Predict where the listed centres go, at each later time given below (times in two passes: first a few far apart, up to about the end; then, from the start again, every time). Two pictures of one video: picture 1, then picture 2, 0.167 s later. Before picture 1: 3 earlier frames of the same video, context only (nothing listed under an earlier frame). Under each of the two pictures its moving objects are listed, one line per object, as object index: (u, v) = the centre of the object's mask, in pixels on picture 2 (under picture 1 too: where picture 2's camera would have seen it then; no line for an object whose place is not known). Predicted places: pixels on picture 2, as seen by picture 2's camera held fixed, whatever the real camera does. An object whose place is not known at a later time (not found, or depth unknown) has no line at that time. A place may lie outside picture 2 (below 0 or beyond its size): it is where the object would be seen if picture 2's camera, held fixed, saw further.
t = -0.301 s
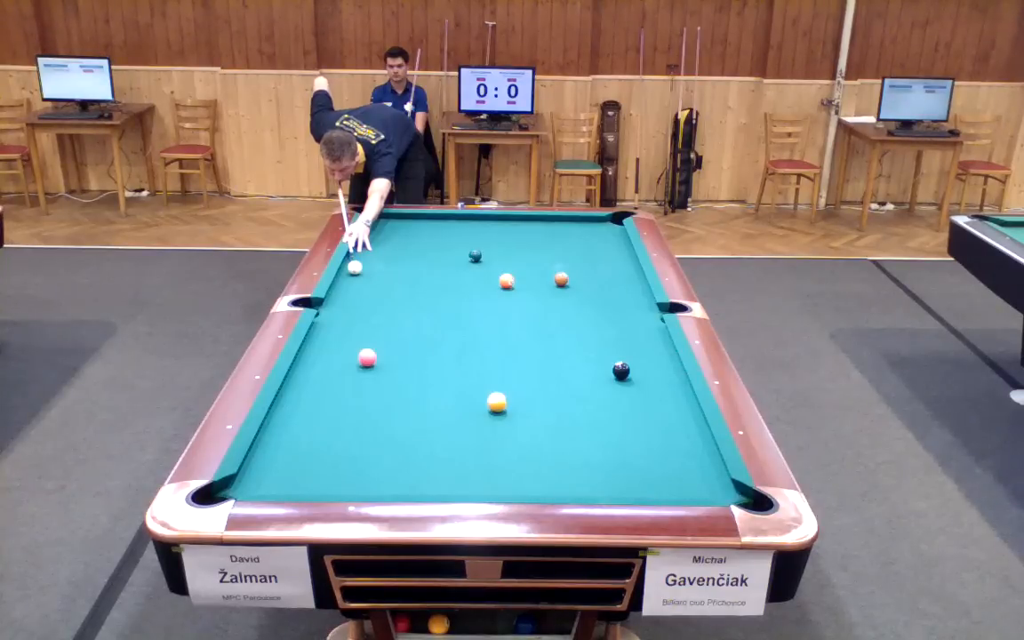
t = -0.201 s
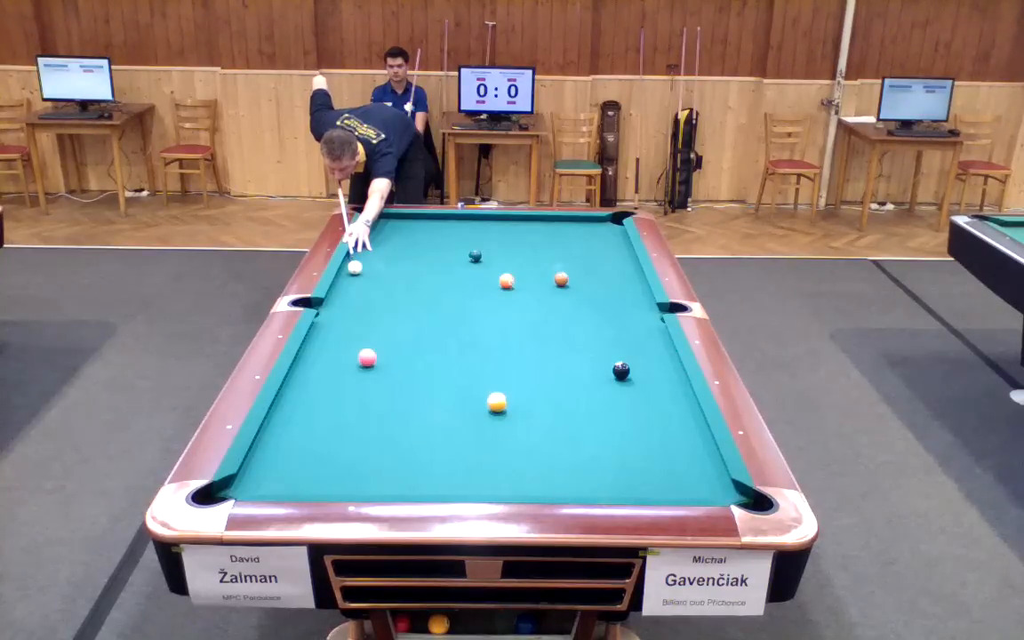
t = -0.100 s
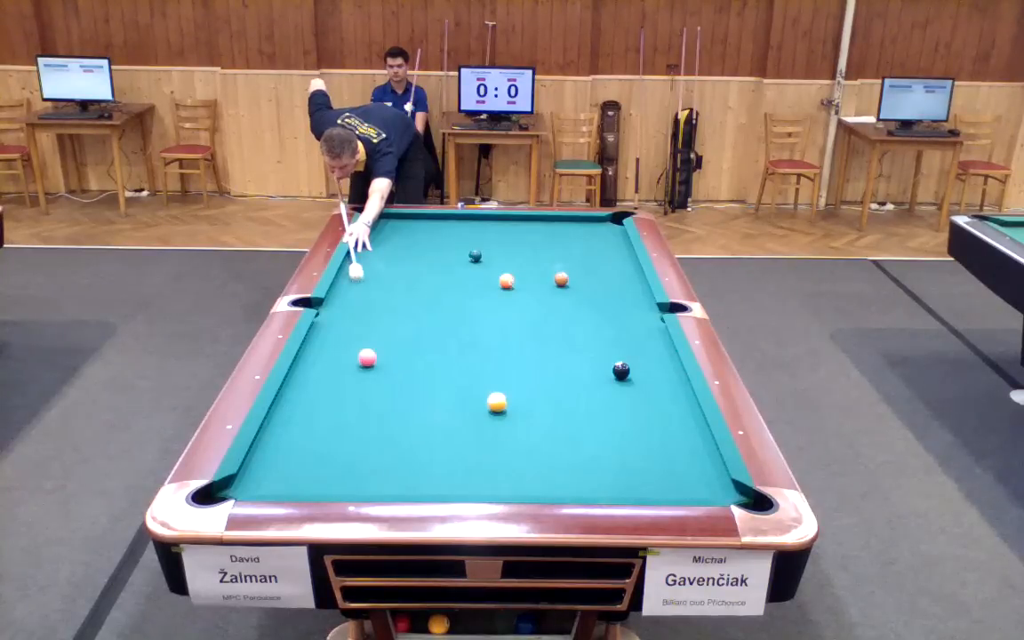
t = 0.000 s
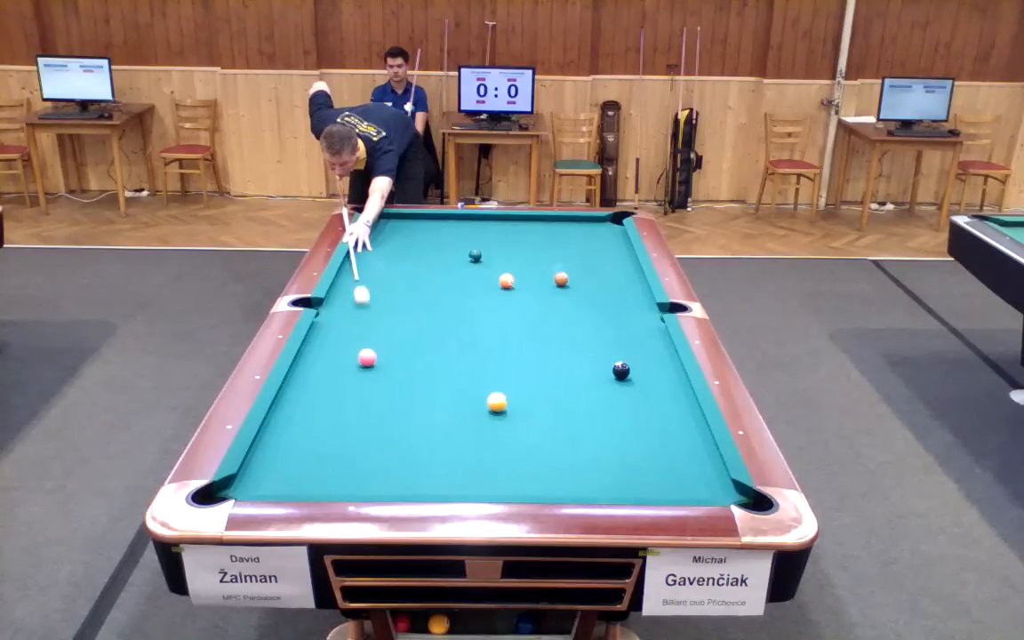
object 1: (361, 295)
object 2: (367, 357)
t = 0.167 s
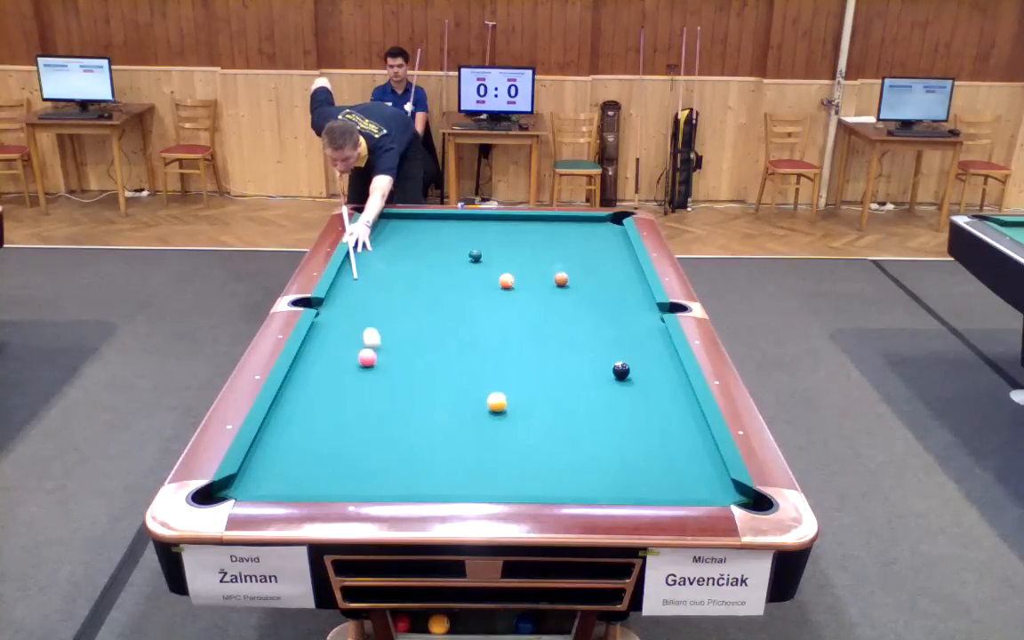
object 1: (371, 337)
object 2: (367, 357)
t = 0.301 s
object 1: (399, 354)
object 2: (345, 378)
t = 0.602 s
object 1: (464, 356)
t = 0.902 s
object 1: (518, 353)
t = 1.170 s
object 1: (563, 351)
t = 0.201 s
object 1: (374, 345)
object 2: (367, 357)
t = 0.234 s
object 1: (381, 351)
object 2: (361, 362)
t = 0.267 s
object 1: (390, 353)
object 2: (353, 370)
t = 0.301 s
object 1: (399, 354)
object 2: (345, 378)
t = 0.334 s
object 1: (408, 355)
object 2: (337, 386)
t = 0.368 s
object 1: (416, 355)
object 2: (329, 394)
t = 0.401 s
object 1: (424, 356)
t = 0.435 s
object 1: (432, 356)
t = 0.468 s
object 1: (439, 356)
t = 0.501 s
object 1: (446, 357)
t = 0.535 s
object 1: (452, 356)
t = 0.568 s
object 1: (458, 356)
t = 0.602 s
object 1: (464, 356)
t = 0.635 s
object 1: (470, 355)
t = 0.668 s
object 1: (477, 355)
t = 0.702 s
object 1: (483, 355)
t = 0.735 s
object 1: (489, 354)
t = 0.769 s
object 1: (494, 354)
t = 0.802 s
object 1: (500, 354)
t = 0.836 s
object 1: (506, 353)
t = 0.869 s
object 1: (512, 353)
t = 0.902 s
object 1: (518, 353)
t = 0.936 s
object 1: (524, 353)
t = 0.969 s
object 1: (529, 352)
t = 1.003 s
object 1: (535, 352)
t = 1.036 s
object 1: (541, 352)
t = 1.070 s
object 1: (546, 351)
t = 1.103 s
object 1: (552, 351)
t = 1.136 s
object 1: (558, 351)
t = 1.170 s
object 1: (563, 351)
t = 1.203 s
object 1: (568, 351)
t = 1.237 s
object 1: (574, 350)
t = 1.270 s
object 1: (579, 350)
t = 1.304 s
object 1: (585, 350)
